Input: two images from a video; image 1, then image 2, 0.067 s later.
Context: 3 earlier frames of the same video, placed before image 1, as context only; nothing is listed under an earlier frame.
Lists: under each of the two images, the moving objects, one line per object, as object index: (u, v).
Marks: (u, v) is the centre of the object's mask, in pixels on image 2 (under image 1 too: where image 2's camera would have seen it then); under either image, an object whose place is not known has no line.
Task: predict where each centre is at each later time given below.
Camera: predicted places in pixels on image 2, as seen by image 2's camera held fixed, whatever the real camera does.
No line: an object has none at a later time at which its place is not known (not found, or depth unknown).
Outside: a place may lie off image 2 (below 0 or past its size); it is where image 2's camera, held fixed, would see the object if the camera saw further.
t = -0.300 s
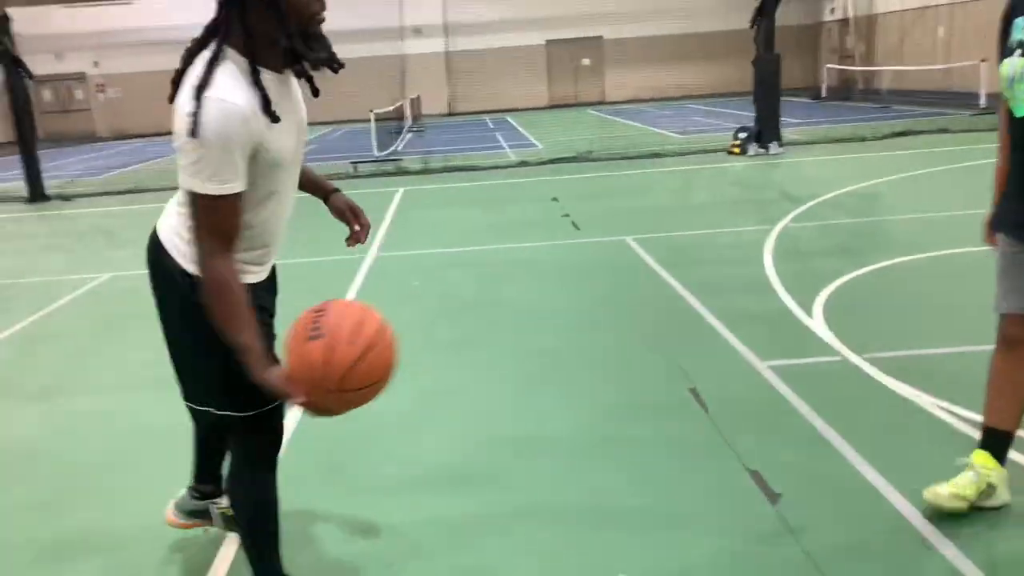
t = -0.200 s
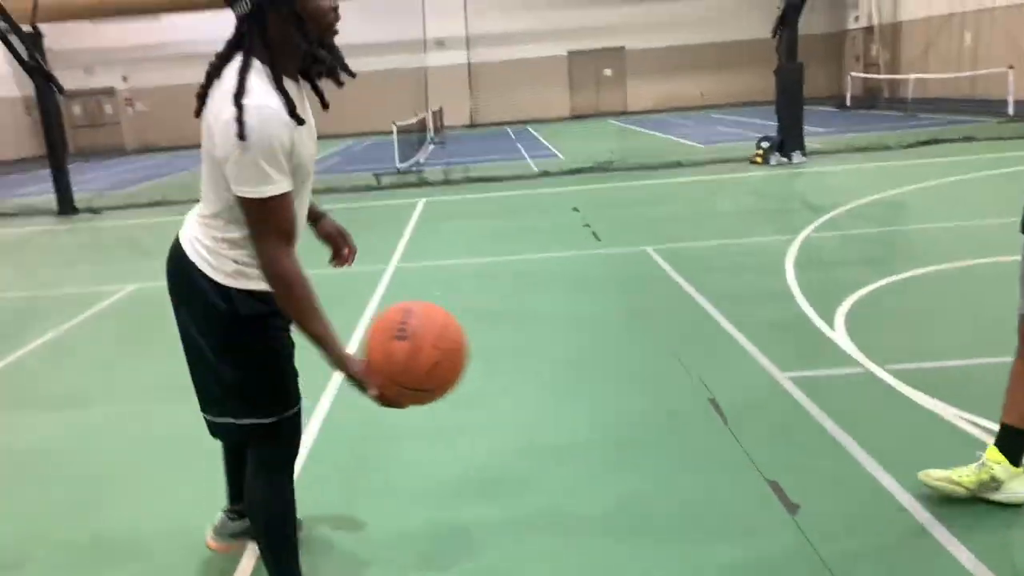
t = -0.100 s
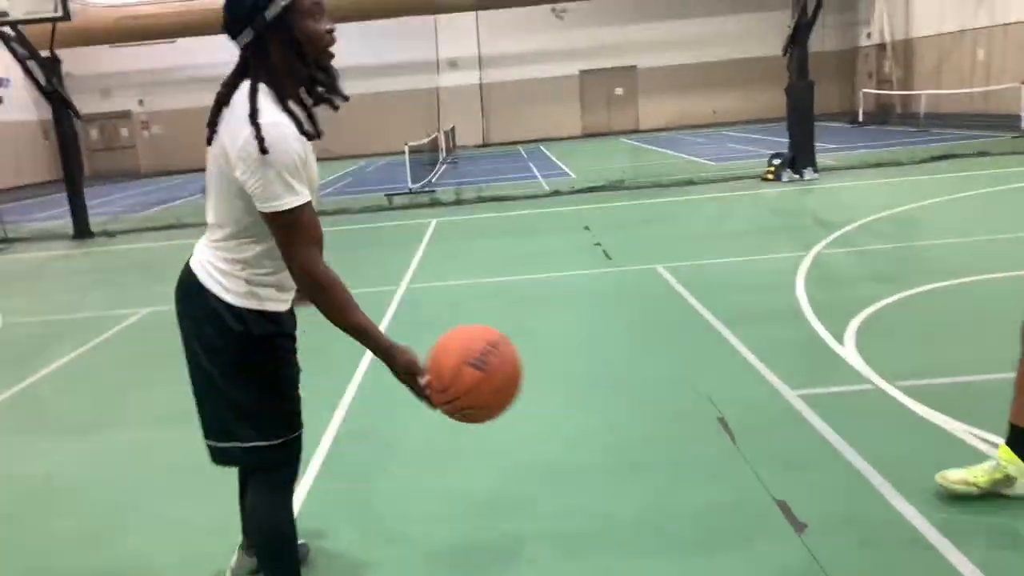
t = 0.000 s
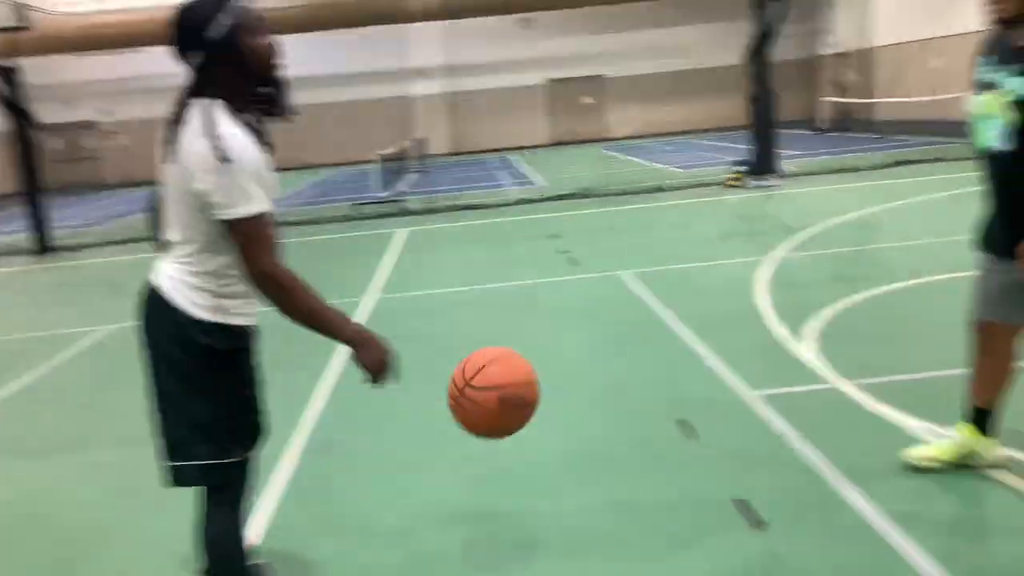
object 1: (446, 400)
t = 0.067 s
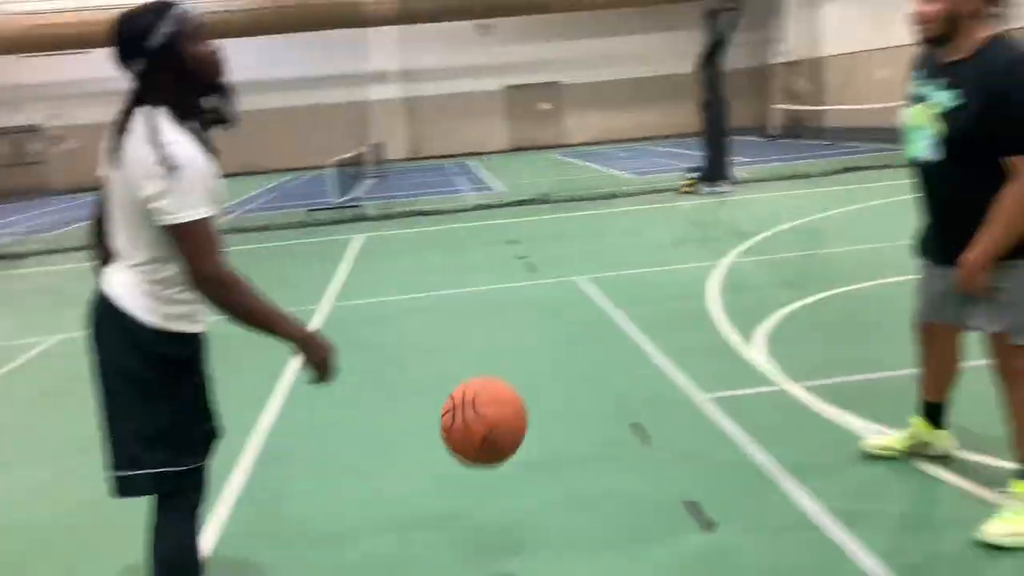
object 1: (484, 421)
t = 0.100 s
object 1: (502, 437)
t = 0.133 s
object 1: (521, 455)
